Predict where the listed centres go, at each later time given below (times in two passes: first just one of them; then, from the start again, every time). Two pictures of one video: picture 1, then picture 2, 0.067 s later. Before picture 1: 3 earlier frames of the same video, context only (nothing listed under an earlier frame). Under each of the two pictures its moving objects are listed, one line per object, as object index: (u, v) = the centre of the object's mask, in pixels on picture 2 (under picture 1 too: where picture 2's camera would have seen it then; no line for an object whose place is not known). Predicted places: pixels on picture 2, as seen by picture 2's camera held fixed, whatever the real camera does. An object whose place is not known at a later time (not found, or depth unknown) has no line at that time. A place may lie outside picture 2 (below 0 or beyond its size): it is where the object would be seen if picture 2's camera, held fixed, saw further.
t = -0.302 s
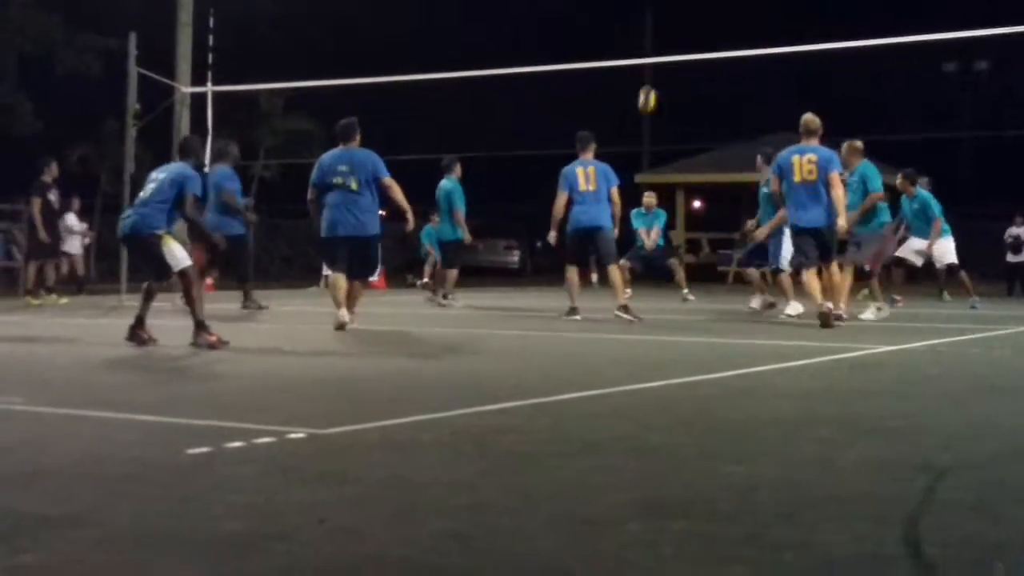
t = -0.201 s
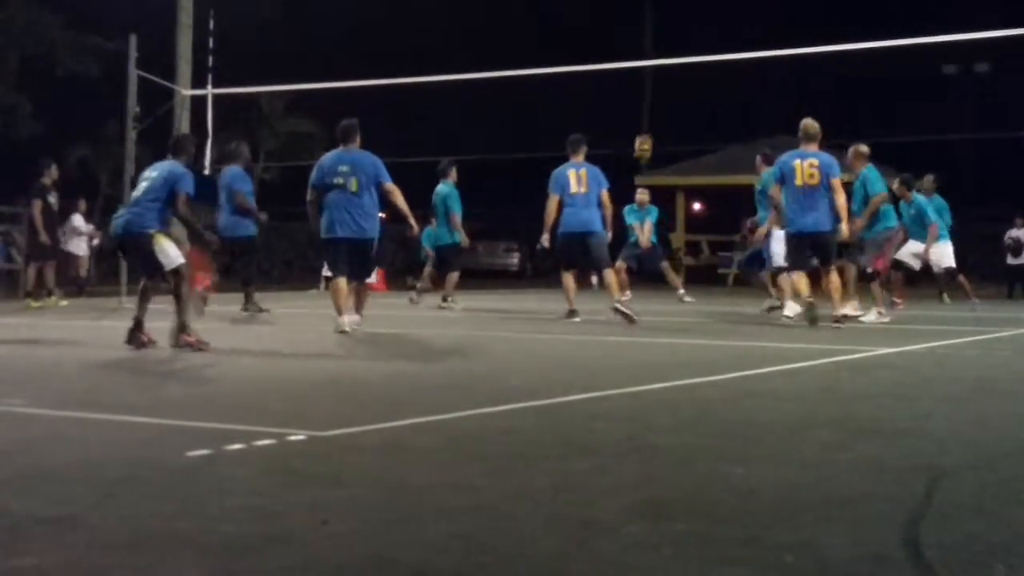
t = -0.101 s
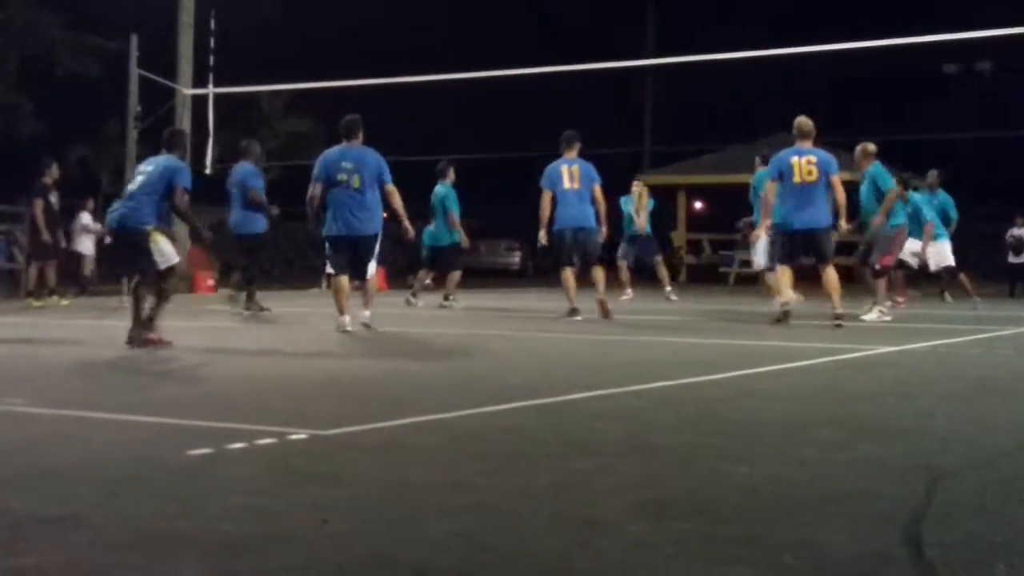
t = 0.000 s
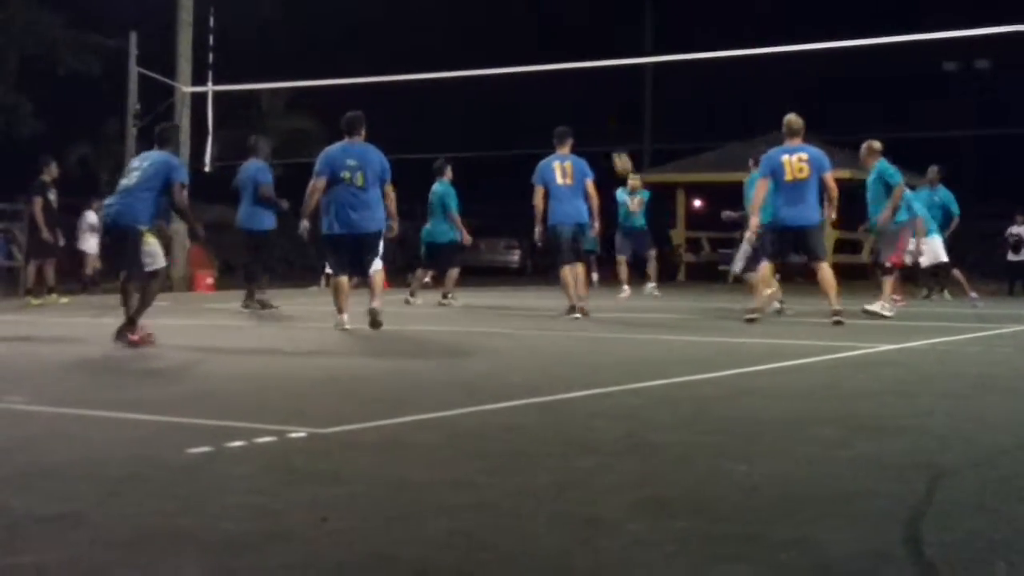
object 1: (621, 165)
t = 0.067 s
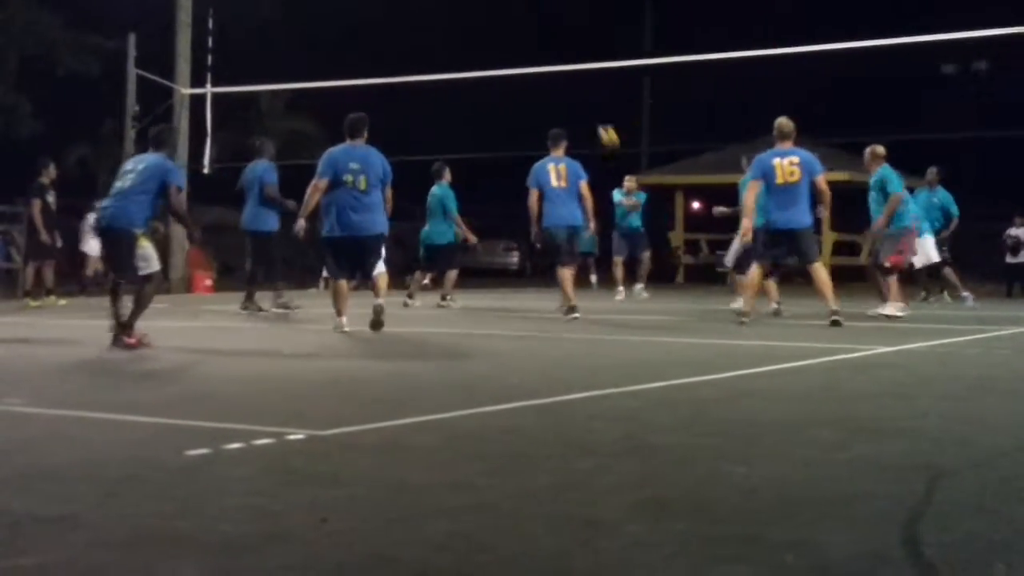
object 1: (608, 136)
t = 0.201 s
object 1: (580, 88)
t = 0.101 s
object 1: (601, 123)
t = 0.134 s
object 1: (594, 111)
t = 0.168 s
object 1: (587, 99)
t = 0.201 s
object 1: (580, 88)
